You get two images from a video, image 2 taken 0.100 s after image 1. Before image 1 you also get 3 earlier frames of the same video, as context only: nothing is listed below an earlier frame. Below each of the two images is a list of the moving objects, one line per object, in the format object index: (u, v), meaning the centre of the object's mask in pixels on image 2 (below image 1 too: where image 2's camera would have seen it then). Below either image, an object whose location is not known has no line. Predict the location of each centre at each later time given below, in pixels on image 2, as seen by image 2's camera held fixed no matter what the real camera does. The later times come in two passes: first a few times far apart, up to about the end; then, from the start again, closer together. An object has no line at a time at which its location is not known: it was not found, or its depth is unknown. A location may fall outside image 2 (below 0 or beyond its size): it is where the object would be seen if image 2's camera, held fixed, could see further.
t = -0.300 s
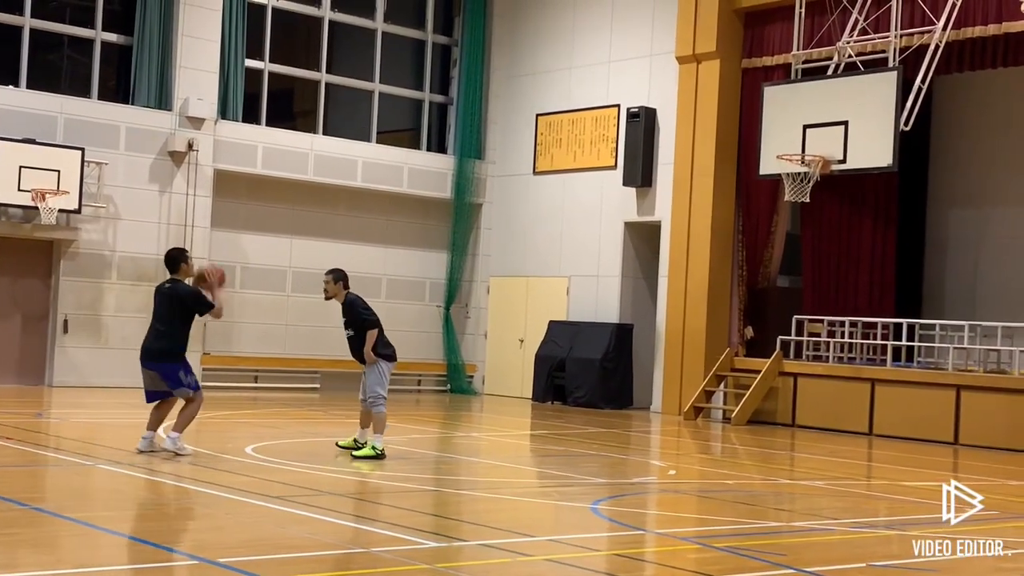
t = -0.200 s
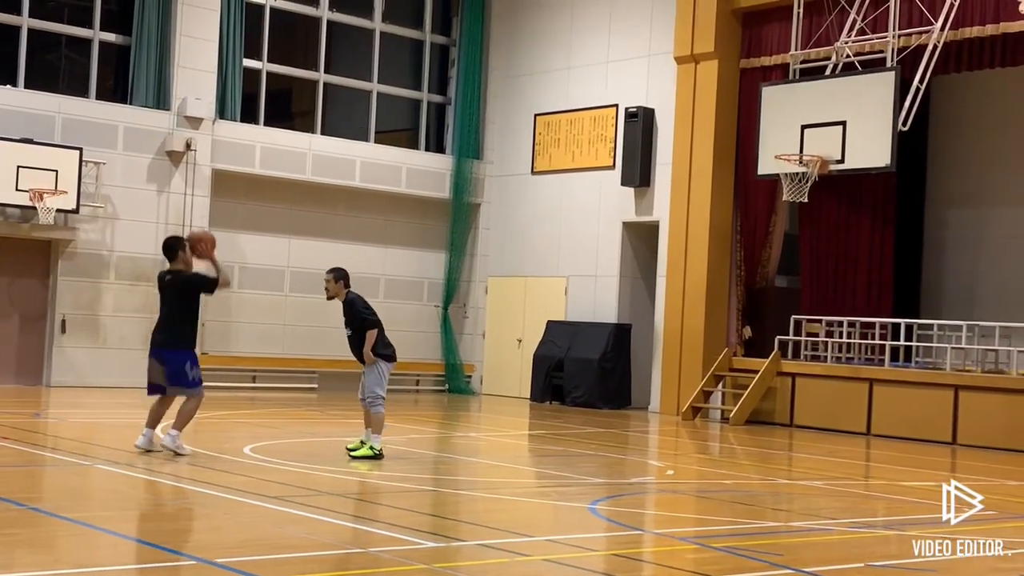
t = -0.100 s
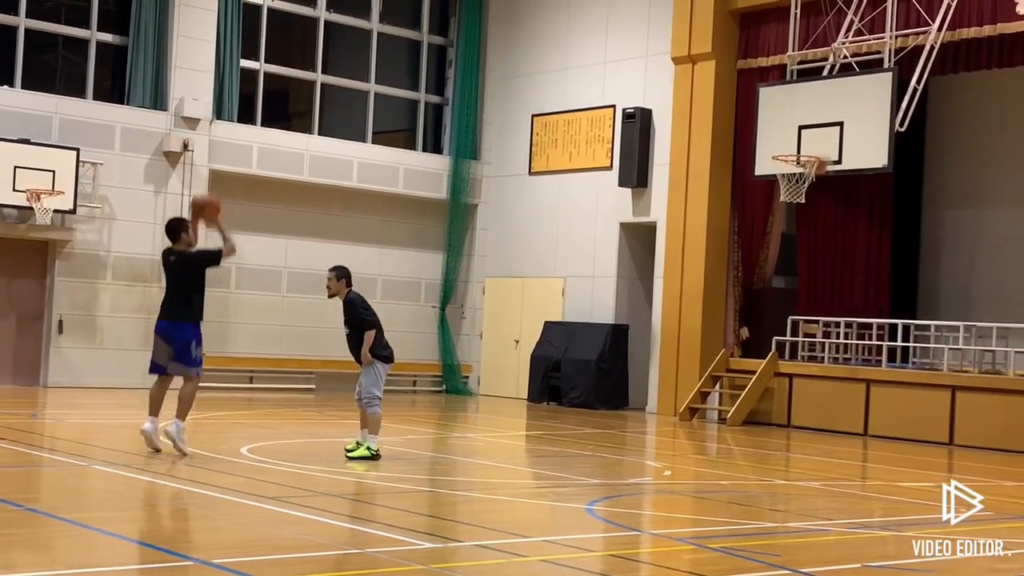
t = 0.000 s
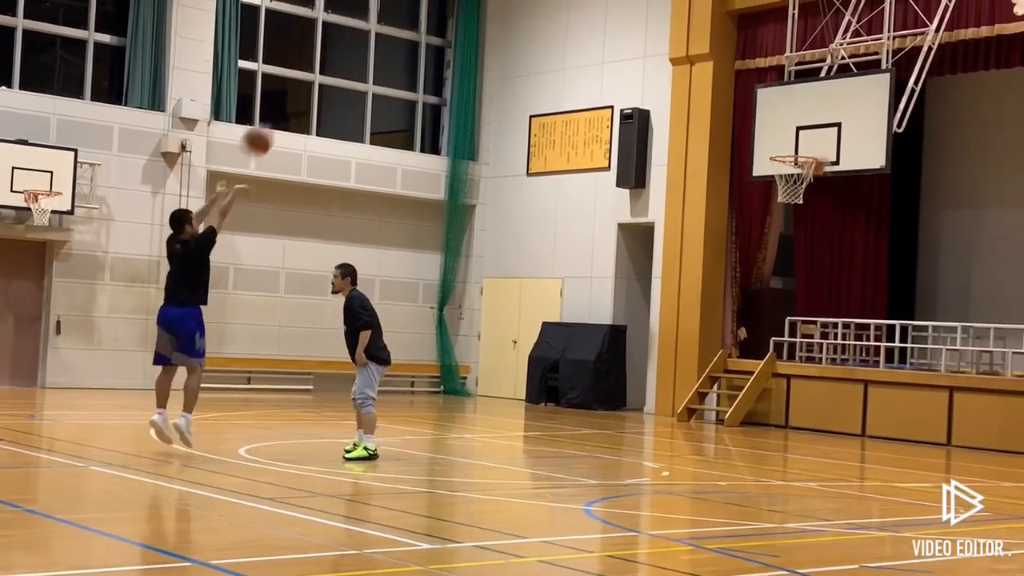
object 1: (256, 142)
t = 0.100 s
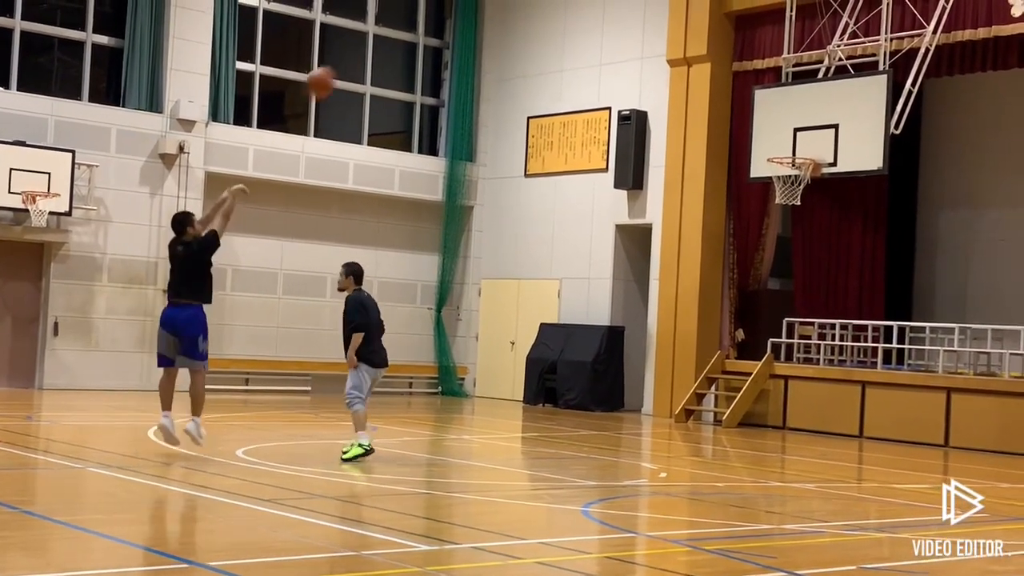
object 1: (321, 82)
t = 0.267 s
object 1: (417, 16)
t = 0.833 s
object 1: (676, 25)
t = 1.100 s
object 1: (772, 128)
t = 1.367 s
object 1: (794, 213)
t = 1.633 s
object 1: (784, 317)
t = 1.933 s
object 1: (770, 406)
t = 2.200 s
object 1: (757, 313)
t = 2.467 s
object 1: (739, 291)
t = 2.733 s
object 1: (717, 344)
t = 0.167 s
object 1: (358, 52)
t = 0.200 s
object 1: (380, 38)
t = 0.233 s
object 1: (399, 26)
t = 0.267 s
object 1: (417, 16)
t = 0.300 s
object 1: (436, 8)
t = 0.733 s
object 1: (636, 1)
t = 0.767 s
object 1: (651, 7)
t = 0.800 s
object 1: (663, 16)
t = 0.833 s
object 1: (676, 25)
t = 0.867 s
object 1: (688, 35)
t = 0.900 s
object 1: (701, 45)
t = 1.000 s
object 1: (739, 84)
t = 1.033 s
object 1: (748, 97)
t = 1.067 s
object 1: (760, 112)
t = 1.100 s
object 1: (772, 128)
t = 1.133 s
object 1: (782, 145)
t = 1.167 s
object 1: (793, 162)
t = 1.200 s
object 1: (794, 174)
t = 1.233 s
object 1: (797, 187)
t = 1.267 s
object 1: (796, 191)
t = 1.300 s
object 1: (795, 198)
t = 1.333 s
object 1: (795, 205)
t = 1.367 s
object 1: (794, 213)
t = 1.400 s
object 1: (792, 222)
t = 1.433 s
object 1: (791, 232)
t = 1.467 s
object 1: (790, 244)
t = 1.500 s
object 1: (789, 256)
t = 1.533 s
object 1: (788, 269)
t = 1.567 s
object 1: (787, 285)
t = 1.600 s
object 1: (785, 301)
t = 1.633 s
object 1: (784, 317)
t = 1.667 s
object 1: (782, 336)
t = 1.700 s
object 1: (782, 354)
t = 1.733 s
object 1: (780, 378)
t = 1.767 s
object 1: (778, 399)
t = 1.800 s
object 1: (776, 422)
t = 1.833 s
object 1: (776, 449)
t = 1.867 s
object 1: (774, 441)
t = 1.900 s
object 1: (773, 423)
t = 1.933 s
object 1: (770, 406)
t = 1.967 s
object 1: (770, 389)
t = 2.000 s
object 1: (768, 375)
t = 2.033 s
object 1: (767, 361)
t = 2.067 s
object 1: (764, 350)
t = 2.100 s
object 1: (763, 339)
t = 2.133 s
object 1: (761, 329)
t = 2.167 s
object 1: (759, 320)
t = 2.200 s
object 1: (757, 313)
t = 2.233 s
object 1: (755, 306)
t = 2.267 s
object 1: (753, 300)
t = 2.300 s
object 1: (751, 296)
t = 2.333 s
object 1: (748, 293)
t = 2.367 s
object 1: (746, 291)
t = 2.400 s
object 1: (744, 290)
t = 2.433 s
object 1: (742, 290)
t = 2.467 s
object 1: (739, 291)
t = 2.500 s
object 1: (736, 294)
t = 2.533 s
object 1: (734, 297)
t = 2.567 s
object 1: (731, 302)
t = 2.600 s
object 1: (729, 309)
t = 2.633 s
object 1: (726, 316)
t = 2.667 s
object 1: (723, 324)
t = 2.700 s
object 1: (720, 334)
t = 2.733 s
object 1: (717, 344)
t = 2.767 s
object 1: (714, 356)
